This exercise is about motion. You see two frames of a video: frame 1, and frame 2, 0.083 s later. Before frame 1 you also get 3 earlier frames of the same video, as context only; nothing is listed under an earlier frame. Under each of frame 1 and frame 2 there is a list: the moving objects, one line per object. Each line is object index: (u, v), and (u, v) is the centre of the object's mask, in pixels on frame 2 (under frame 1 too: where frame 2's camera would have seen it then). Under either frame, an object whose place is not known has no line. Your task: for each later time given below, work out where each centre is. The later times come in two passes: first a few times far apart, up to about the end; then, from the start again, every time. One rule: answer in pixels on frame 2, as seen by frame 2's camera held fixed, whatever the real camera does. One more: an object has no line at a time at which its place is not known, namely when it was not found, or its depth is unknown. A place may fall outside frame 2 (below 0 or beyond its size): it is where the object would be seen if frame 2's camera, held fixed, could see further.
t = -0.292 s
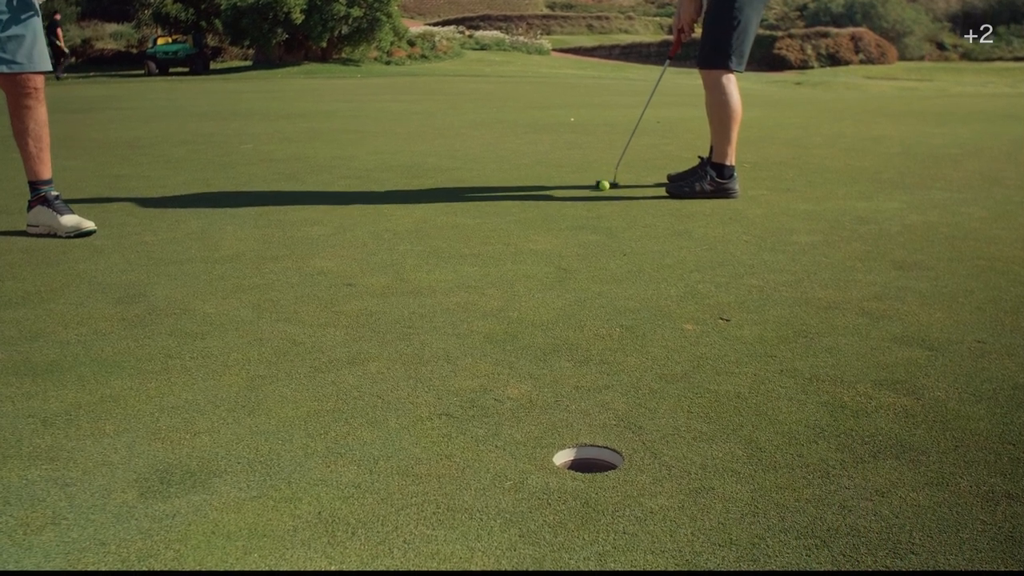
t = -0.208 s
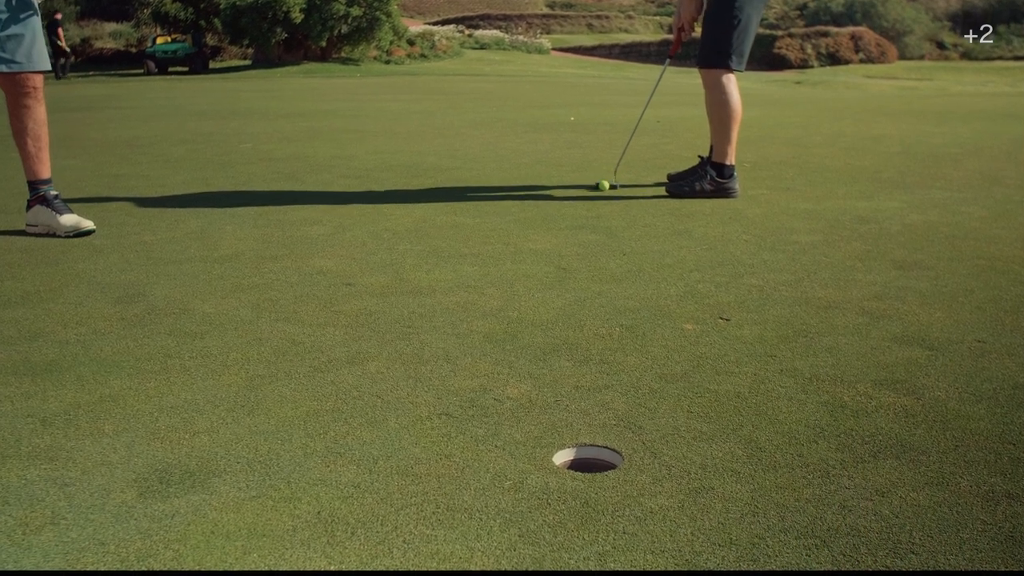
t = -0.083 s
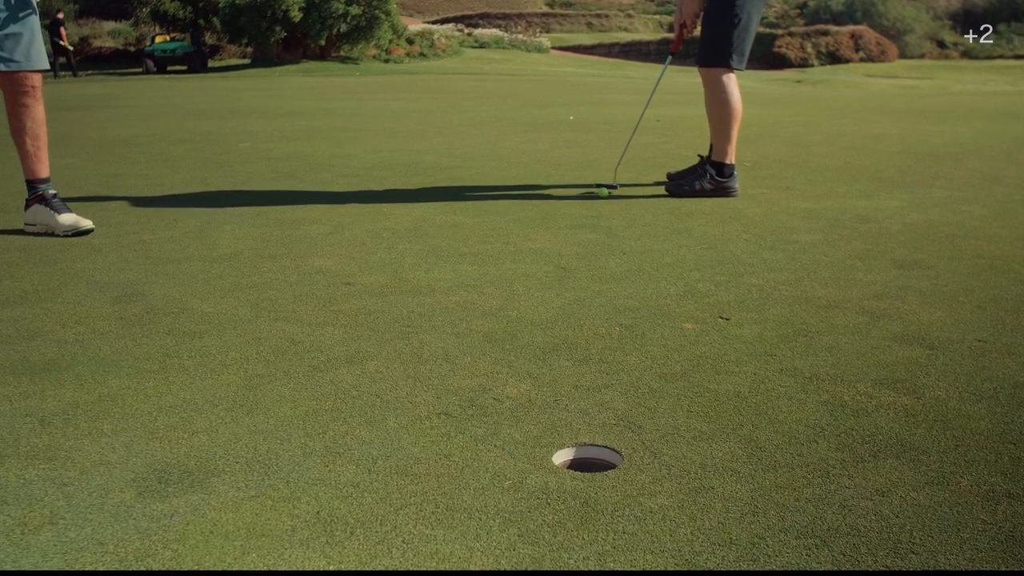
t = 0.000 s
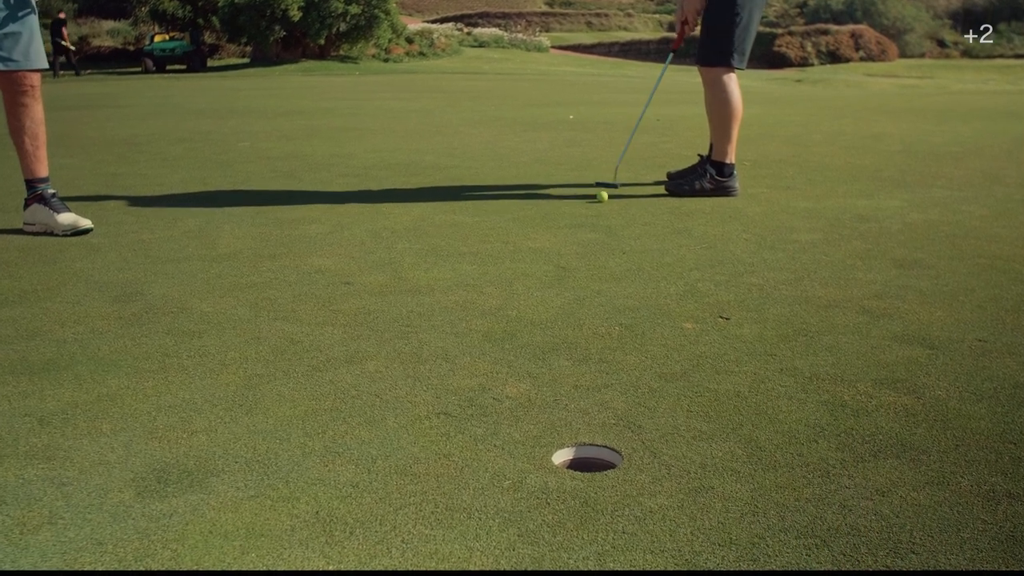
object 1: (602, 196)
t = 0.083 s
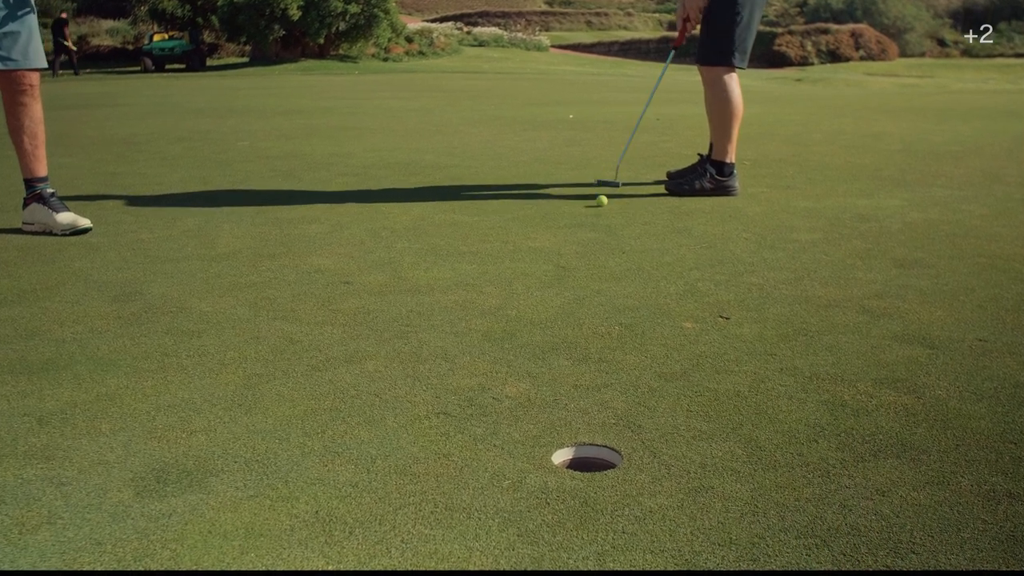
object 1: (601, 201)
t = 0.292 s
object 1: (600, 213)
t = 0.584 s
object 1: (599, 233)
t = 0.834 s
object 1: (599, 252)
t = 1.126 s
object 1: (600, 278)
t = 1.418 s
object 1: (601, 306)
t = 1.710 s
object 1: (608, 338)
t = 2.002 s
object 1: (617, 373)
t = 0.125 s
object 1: (601, 203)
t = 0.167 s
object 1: (601, 205)
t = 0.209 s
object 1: (600, 208)
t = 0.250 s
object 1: (600, 210)
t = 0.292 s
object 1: (600, 213)
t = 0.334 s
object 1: (600, 216)
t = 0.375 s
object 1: (600, 219)
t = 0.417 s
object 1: (599, 221)
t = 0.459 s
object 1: (600, 224)
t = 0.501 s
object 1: (599, 227)
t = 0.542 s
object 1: (599, 230)
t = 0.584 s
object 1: (599, 233)
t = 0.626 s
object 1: (599, 236)
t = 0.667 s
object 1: (598, 240)
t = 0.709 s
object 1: (598, 243)
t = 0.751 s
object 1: (598, 246)
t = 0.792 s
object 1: (598, 249)
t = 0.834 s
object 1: (599, 252)
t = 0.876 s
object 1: (599, 256)
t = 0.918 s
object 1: (599, 259)
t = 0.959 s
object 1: (599, 263)
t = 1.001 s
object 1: (599, 267)
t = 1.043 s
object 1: (599, 271)
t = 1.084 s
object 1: (600, 274)
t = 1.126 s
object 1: (600, 278)
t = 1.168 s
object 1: (600, 282)
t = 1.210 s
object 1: (600, 286)
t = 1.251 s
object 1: (600, 289)
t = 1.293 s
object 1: (601, 294)
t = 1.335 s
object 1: (601, 298)
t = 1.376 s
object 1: (601, 302)
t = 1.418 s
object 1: (601, 306)
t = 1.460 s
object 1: (602, 311)
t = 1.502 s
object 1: (603, 315)
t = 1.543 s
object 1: (603, 320)
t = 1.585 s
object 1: (604, 324)
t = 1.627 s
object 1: (605, 329)
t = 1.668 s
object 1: (607, 333)
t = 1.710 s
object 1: (608, 338)
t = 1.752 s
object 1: (609, 343)
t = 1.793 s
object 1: (610, 348)
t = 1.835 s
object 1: (611, 353)
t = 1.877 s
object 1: (613, 358)
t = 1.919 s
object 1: (613, 363)
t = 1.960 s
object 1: (615, 368)
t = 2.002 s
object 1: (617, 373)
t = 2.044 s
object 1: (618, 379)
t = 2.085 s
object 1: (619, 383)
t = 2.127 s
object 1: (621, 388)
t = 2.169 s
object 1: (623, 394)
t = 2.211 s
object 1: (624, 399)
